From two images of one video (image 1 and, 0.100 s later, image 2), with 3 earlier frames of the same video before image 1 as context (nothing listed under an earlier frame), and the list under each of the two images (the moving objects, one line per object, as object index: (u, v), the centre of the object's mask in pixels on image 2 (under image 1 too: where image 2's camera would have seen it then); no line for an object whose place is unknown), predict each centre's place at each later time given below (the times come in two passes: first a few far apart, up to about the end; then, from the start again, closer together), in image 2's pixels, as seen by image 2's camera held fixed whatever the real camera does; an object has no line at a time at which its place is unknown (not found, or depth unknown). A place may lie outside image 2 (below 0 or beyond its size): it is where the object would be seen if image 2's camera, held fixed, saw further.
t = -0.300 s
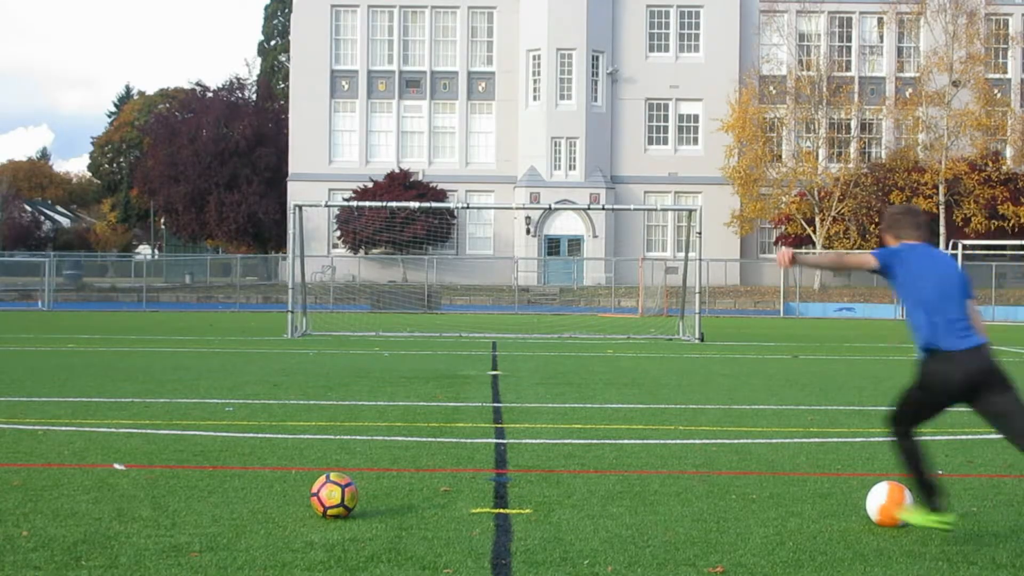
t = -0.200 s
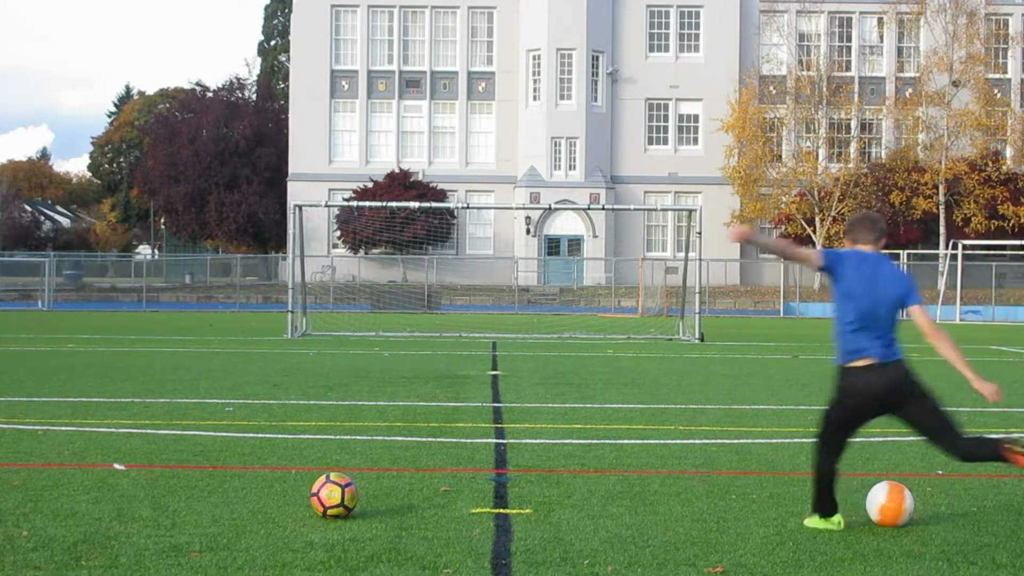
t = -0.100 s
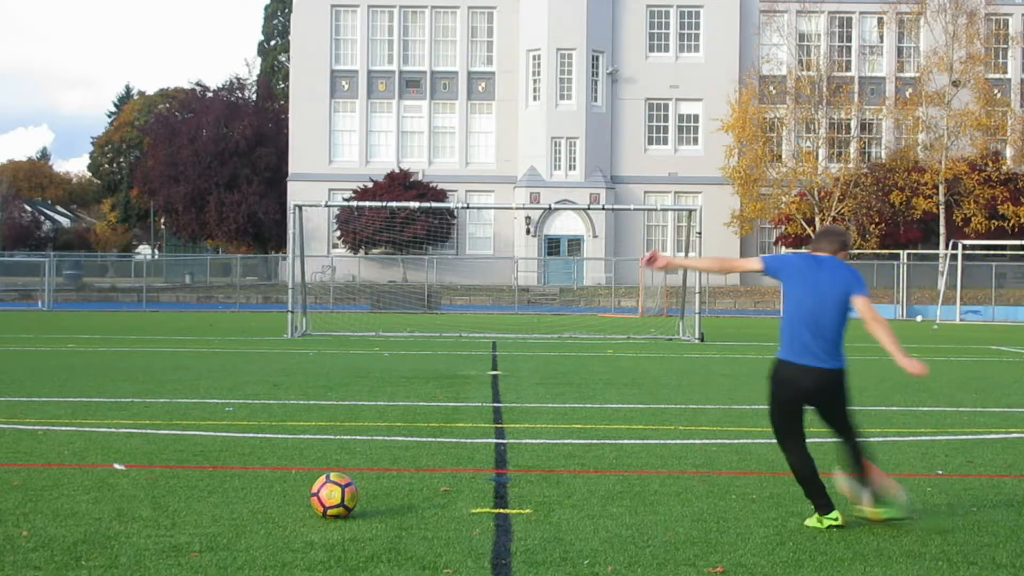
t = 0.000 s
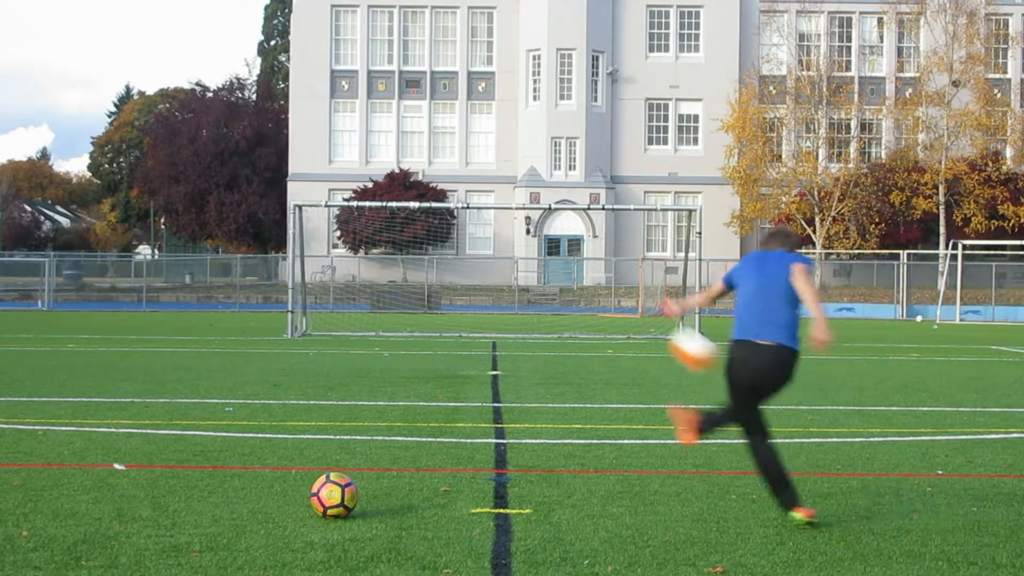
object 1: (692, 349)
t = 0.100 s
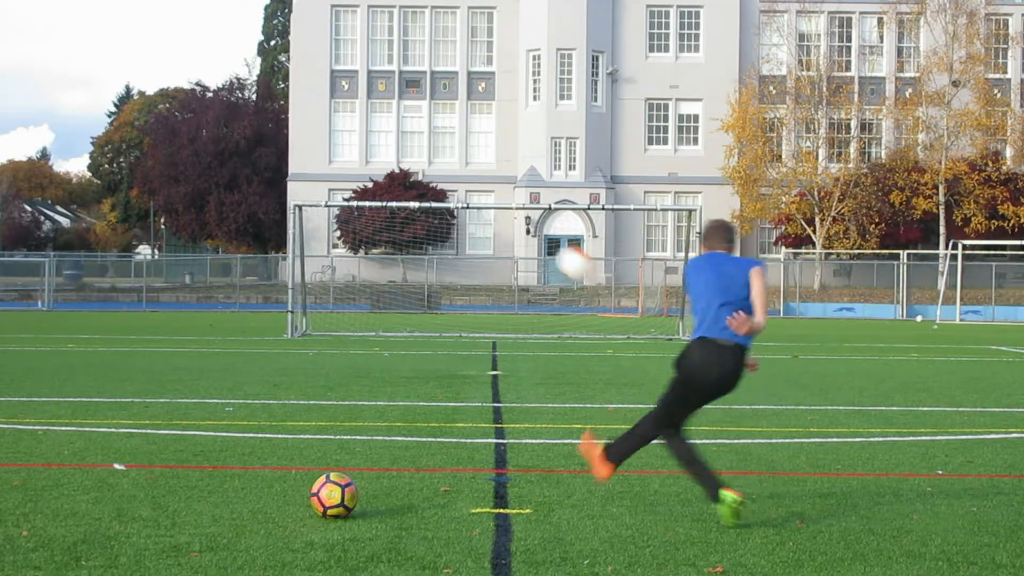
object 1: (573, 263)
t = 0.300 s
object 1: (439, 169)
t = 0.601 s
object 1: (348, 127)
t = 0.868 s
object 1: (315, 138)
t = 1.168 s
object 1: (302, 182)
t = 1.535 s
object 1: (366, 263)
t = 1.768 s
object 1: (405, 326)
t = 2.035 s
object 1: (404, 320)
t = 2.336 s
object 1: (399, 330)
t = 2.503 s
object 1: (398, 330)
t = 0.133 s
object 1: (545, 242)
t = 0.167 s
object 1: (518, 223)
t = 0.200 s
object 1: (495, 207)
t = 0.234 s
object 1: (472, 190)
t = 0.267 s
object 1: (455, 178)
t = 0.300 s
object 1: (439, 169)
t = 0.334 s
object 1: (425, 161)
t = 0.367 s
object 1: (410, 153)
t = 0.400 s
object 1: (400, 146)
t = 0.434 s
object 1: (387, 140)
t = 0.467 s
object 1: (378, 135)
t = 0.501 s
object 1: (368, 132)
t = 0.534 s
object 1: (362, 130)
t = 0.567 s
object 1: (355, 129)
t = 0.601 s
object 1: (348, 127)
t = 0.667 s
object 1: (336, 126)
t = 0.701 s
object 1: (331, 127)
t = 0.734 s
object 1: (327, 128)
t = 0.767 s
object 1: (323, 130)
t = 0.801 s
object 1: (320, 132)
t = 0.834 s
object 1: (318, 135)
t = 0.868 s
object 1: (315, 138)
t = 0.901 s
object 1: (312, 142)
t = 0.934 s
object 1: (309, 146)
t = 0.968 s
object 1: (308, 151)
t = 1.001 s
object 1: (306, 155)
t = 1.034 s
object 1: (305, 160)
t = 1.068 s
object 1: (304, 165)
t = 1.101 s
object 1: (303, 170)
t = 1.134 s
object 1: (302, 176)
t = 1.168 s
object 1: (302, 182)
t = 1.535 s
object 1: (366, 263)
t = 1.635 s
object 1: (386, 291)
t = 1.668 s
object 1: (392, 299)
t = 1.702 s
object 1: (397, 308)
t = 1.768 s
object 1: (405, 326)
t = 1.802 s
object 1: (405, 328)
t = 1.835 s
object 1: (405, 326)
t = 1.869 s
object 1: (404, 323)
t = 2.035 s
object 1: (404, 320)
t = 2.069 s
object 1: (403, 322)
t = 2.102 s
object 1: (403, 325)
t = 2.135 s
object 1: (402, 328)
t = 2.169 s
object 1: (402, 331)
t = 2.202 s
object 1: (401, 330)
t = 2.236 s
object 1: (401, 330)
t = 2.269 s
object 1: (400, 330)
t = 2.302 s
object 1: (400, 329)
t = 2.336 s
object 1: (399, 330)
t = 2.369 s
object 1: (399, 330)
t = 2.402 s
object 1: (398, 330)
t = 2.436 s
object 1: (398, 330)
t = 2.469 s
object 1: (398, 330)
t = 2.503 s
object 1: (398, 330)
